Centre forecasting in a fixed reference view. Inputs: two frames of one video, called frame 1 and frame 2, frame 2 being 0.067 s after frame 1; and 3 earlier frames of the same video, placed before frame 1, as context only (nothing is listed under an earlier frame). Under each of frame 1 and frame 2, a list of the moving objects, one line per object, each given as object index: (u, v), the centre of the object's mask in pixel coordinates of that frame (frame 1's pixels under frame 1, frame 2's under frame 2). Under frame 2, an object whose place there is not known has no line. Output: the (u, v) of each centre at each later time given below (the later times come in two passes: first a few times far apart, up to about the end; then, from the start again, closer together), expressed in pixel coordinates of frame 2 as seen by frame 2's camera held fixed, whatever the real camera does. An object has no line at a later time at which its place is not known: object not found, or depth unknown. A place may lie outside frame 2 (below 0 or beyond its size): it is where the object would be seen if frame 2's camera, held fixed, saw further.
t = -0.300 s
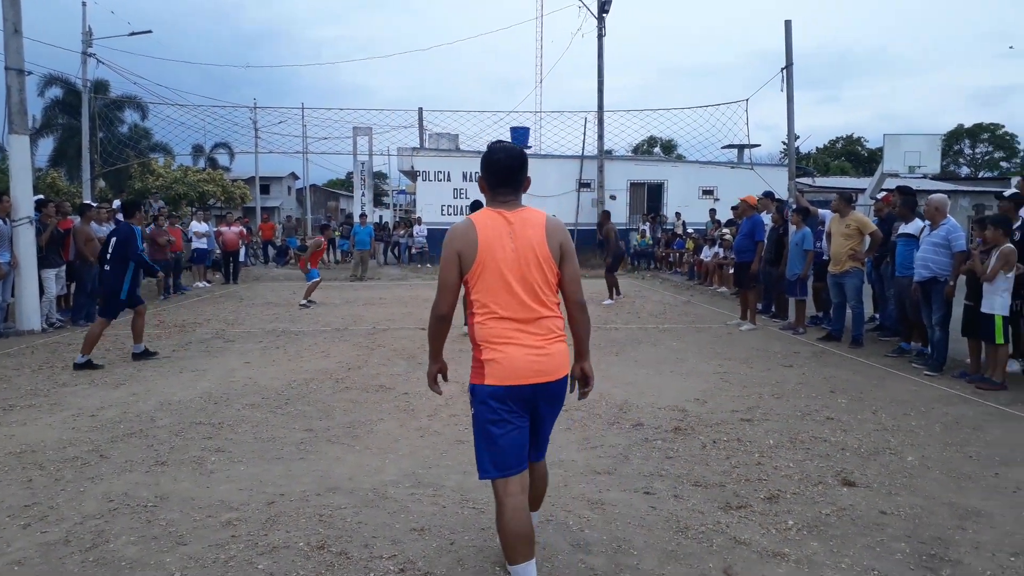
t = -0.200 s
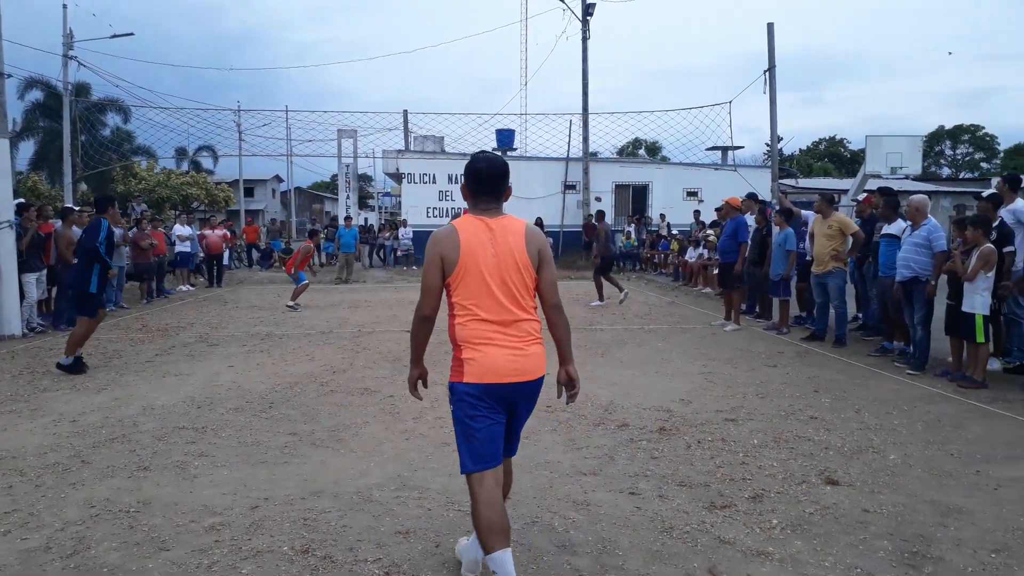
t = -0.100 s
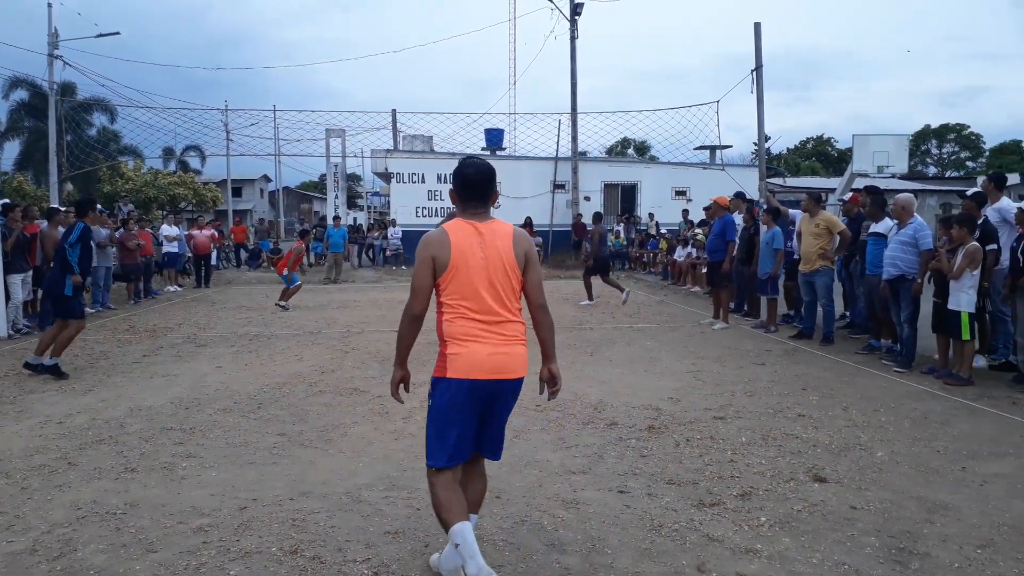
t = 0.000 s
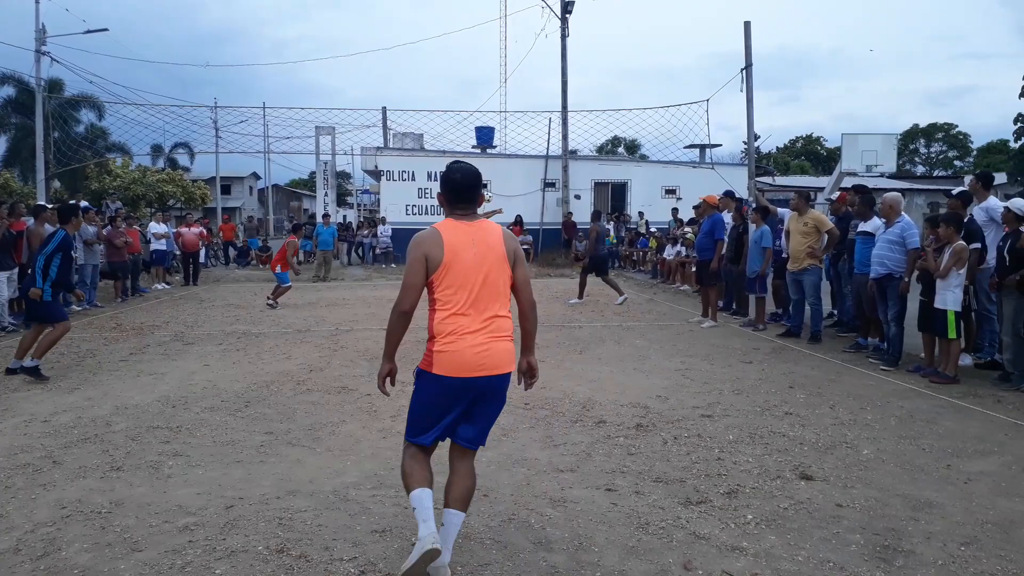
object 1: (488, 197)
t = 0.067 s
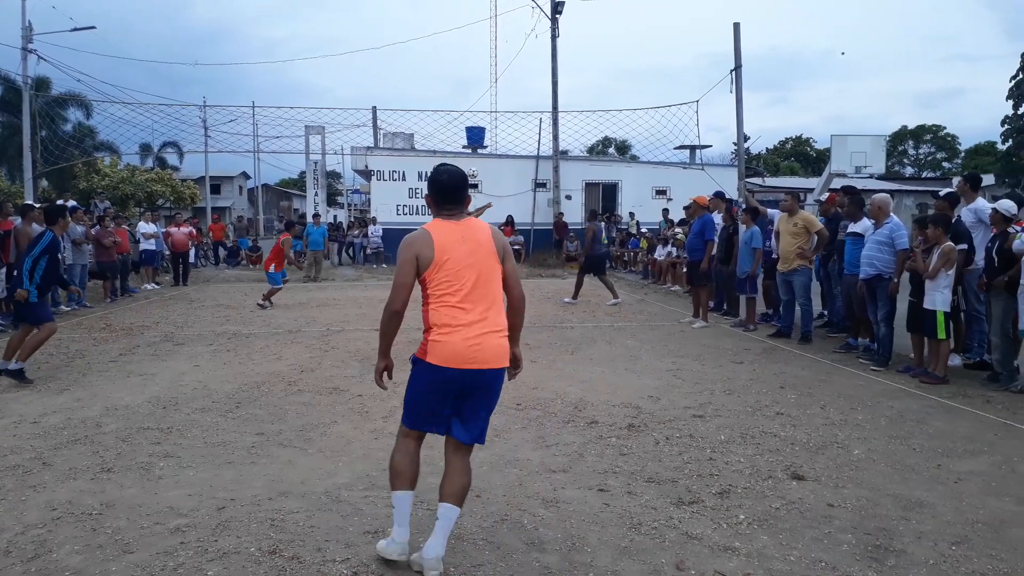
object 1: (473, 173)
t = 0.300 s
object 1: (450, 101)
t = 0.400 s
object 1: (441, 77)
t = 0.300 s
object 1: (450, 101)
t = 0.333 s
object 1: (447, 93)
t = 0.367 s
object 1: (444, 85)
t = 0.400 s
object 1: (441, 77)
